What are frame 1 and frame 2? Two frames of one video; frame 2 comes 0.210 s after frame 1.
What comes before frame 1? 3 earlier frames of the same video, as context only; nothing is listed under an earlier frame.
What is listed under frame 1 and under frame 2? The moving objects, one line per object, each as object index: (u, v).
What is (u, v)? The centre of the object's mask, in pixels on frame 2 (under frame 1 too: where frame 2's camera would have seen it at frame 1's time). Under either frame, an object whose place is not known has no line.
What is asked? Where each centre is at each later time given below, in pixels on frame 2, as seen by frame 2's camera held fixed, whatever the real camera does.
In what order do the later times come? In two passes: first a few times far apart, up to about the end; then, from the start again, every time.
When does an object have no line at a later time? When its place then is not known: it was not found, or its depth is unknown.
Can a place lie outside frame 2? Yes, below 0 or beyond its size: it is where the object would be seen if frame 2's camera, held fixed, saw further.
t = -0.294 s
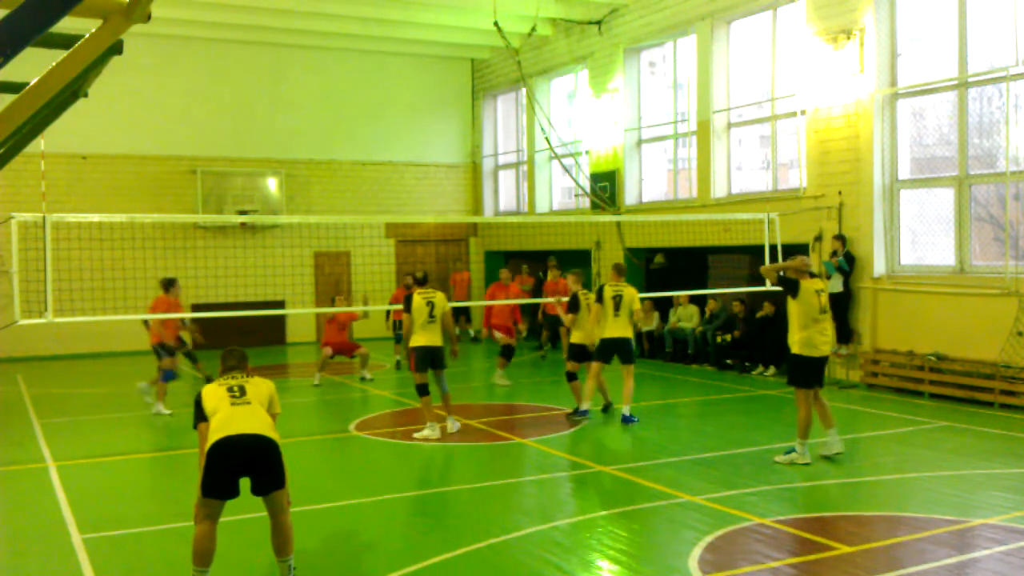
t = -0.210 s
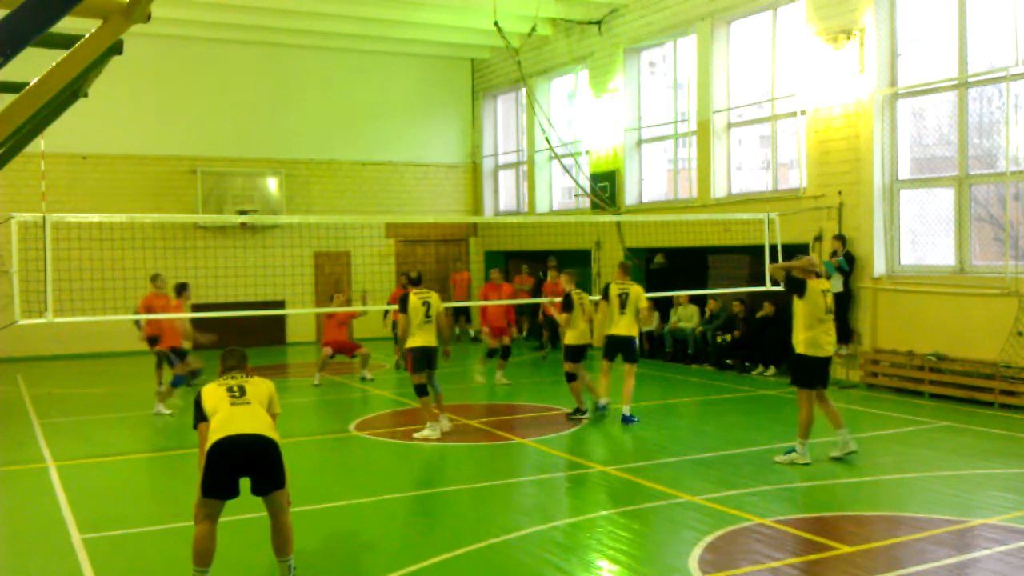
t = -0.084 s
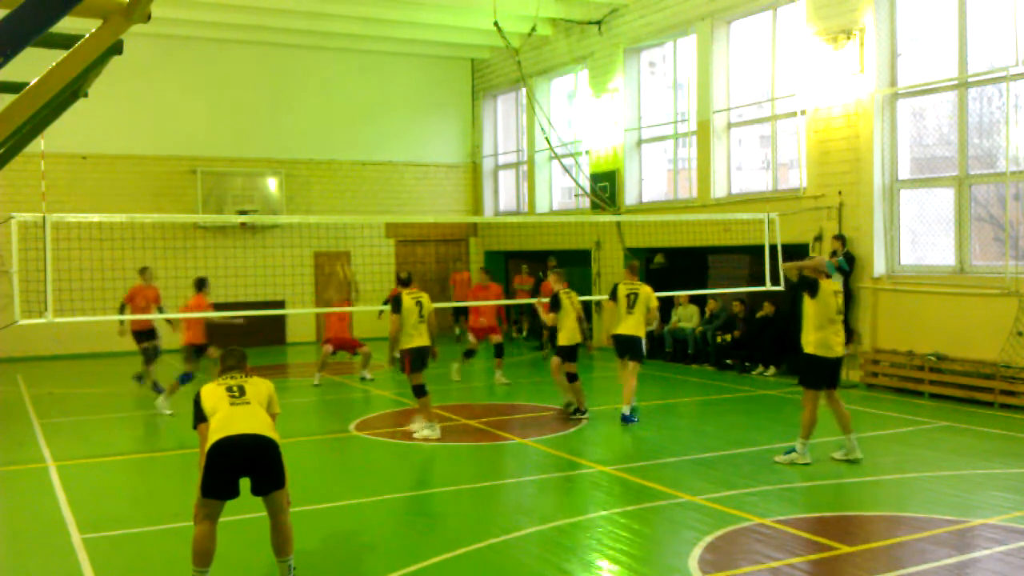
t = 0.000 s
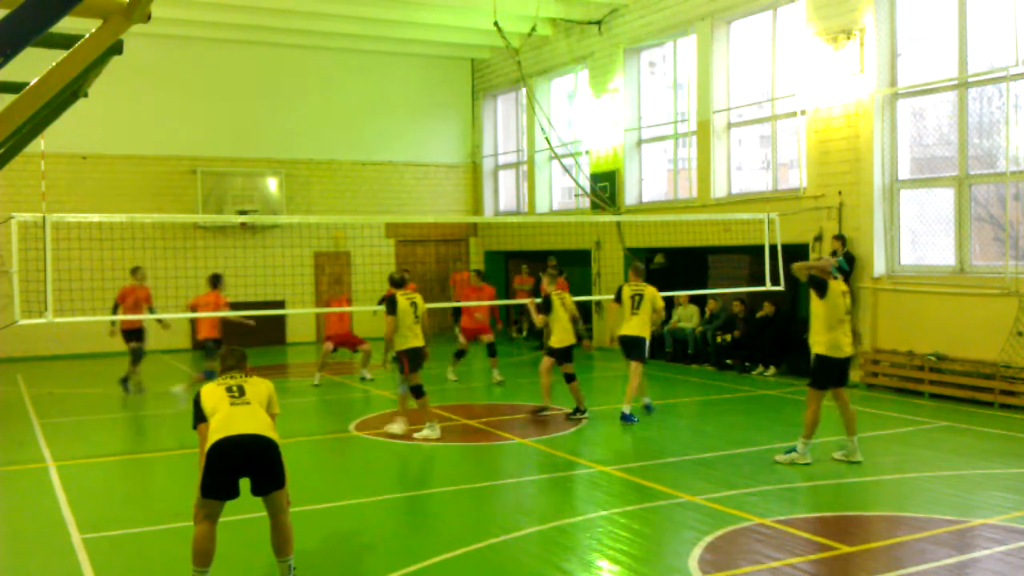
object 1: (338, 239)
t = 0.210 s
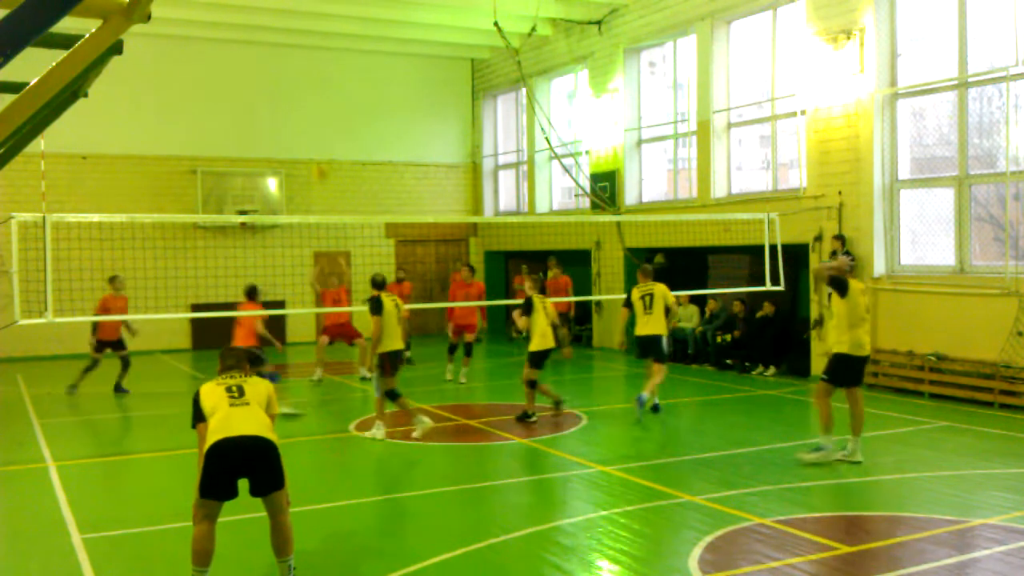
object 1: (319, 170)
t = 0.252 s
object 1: (316, 159)
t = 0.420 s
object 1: (305, 127)
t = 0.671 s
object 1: (286, 113)
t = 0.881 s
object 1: (270, 137)
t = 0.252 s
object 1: (316, 159)
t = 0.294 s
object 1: (313, 150)
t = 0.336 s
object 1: (311, 142)
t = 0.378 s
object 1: (307, 133)
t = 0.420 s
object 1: (305, 127)
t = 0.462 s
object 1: (301, 122)
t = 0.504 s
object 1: (299, 118)
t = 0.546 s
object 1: (295, 114)
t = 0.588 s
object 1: (292, 112)
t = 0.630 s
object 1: (289, 112)
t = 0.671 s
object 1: (286, 113)
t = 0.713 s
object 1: (283, 116)
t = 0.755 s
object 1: (279, 119)
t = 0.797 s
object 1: (275, 123)
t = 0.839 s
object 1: (273, 130)
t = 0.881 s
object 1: (270, 137)
